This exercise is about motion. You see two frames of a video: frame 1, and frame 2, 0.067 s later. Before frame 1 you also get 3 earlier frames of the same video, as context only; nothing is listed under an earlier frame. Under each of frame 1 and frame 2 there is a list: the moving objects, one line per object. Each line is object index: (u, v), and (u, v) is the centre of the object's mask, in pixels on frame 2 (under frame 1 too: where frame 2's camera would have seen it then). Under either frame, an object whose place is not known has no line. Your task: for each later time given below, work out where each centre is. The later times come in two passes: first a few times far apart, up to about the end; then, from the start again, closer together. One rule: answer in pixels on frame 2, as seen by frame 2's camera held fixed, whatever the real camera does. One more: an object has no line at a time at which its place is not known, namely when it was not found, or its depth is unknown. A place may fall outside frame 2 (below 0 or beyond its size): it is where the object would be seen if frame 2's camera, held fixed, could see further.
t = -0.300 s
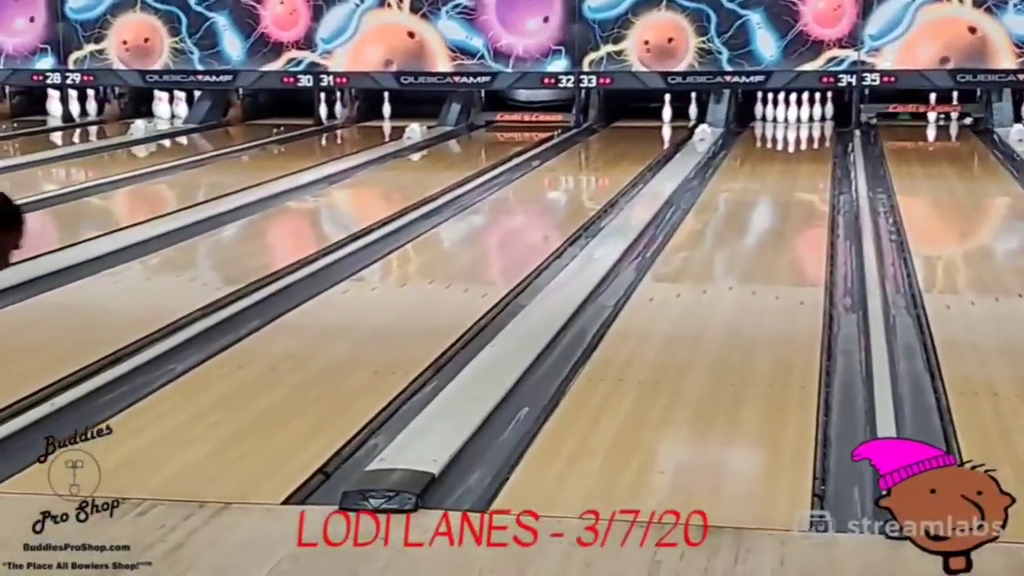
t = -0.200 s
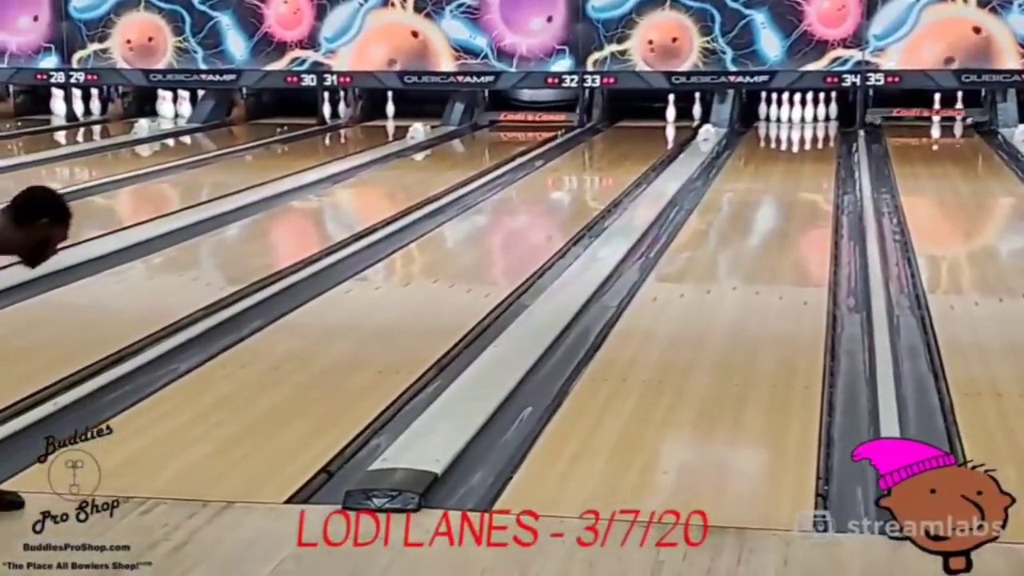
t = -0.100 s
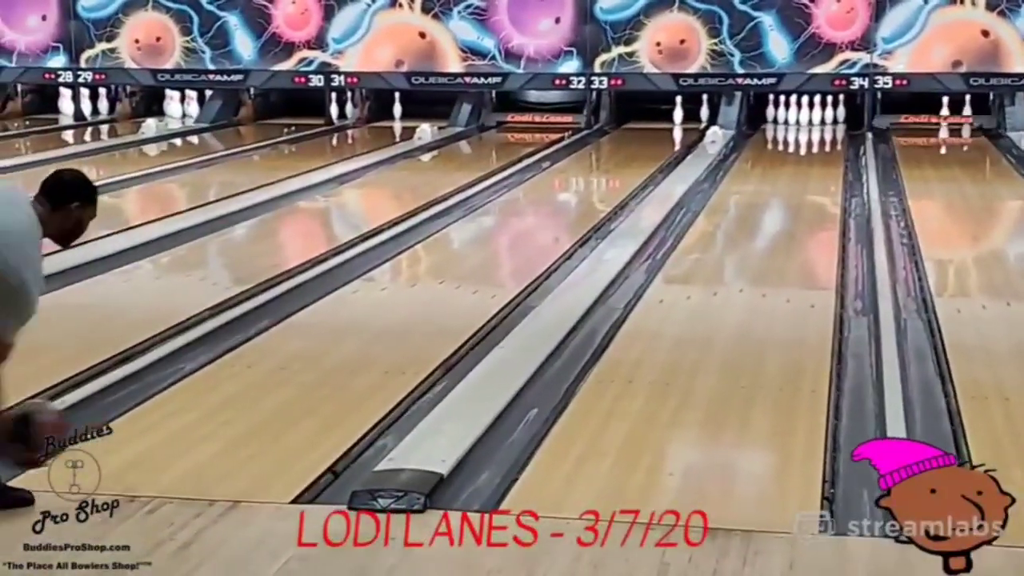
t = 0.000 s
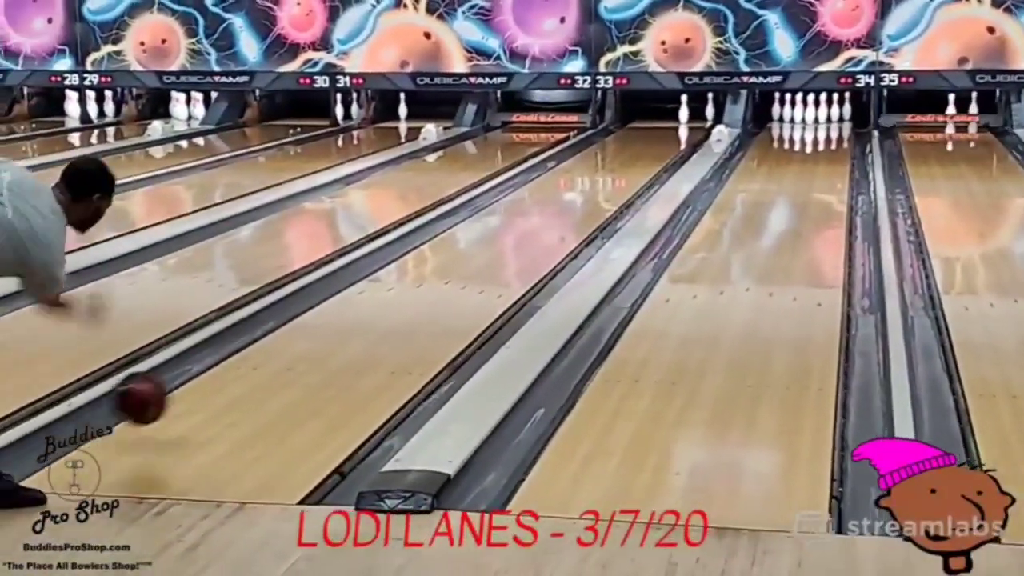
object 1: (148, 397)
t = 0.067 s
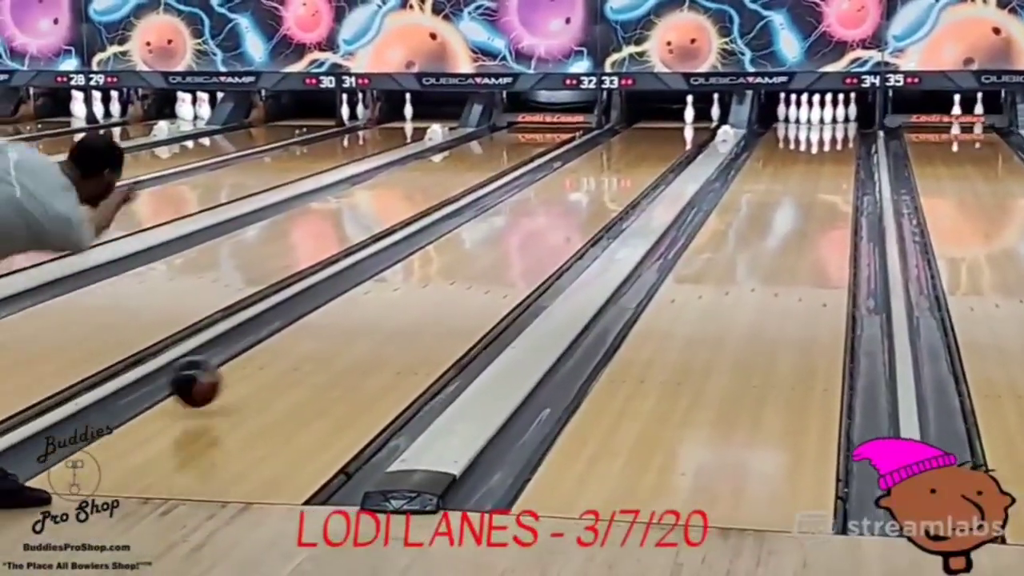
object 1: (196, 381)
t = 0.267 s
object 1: (309, 320)
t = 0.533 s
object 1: (409, 257)
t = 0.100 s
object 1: (218, 377)
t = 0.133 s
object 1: (239, 362)
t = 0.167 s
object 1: (257, 350)
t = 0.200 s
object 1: (275, 341)
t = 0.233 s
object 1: (292, 330)
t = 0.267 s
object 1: (309, 320)
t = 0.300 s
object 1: (323, 309)
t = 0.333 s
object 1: (337, 300)
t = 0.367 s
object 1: (350, 292)
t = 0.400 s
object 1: (366, 284)
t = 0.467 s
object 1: (387, 269)
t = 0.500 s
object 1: (398, 263)
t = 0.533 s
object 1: (409, 257)
